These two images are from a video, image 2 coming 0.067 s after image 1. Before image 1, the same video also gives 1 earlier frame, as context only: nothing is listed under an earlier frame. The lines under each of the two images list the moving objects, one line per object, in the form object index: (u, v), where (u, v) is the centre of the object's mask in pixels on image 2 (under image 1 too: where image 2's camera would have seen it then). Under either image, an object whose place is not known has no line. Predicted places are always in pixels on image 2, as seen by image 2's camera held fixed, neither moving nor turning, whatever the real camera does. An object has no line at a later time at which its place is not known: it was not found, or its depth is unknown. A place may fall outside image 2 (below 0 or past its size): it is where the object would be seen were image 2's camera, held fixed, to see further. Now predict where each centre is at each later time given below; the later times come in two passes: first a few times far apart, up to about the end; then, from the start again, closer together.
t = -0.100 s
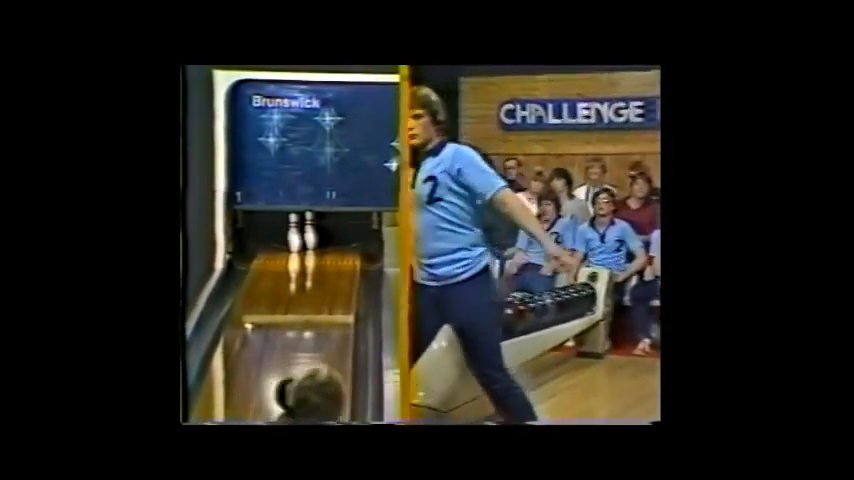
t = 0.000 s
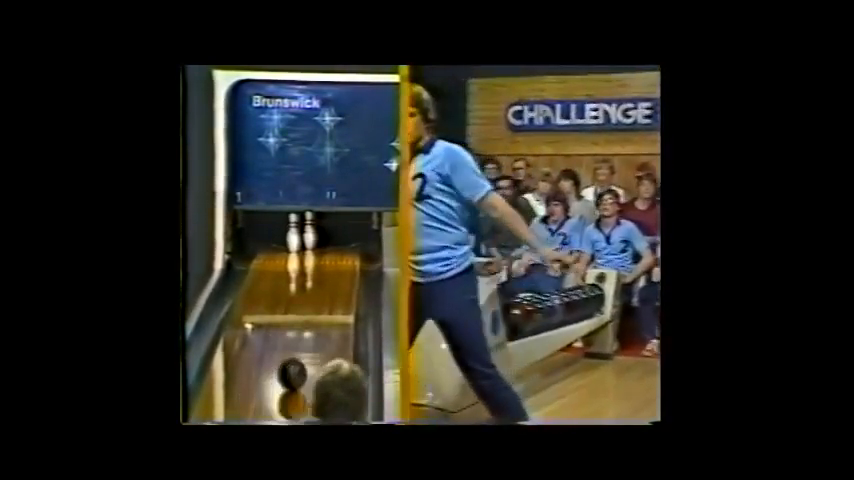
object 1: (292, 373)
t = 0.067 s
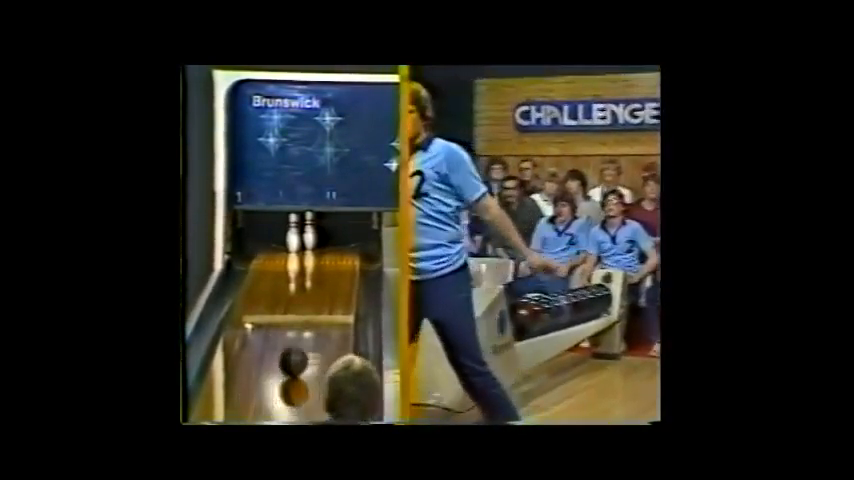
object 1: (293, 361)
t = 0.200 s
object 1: (295, 338)
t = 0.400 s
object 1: (299, 307)
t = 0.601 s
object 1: (302, 281)
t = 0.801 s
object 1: (301, 261)
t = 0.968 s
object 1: (298, 245)
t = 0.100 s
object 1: (294, 355)
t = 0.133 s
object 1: (294, 349)
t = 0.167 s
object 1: (295, 343)
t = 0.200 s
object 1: (295, 338)
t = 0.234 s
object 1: (296, 333)
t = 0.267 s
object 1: (296, 327)
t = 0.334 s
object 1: (299, 318)
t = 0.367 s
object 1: (299, 313)
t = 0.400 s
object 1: (299, 307)
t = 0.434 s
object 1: (299, 303)
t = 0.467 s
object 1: (300, 300)
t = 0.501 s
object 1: (300, 295)
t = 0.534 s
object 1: (301, 291)
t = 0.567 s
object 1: (302, 287)
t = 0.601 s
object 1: (302, 281)
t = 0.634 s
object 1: (302, 278)
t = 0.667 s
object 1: (302, 274)
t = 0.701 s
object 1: (302, 271)
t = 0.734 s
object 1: (302, 267)
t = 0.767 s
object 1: (302, 264)
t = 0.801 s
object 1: (301, 261)
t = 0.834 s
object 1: (300, 257)
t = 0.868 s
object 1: (300, 252)
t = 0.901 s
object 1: (300, 249)
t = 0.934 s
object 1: (299, 247)
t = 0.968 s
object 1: (298, 245)
